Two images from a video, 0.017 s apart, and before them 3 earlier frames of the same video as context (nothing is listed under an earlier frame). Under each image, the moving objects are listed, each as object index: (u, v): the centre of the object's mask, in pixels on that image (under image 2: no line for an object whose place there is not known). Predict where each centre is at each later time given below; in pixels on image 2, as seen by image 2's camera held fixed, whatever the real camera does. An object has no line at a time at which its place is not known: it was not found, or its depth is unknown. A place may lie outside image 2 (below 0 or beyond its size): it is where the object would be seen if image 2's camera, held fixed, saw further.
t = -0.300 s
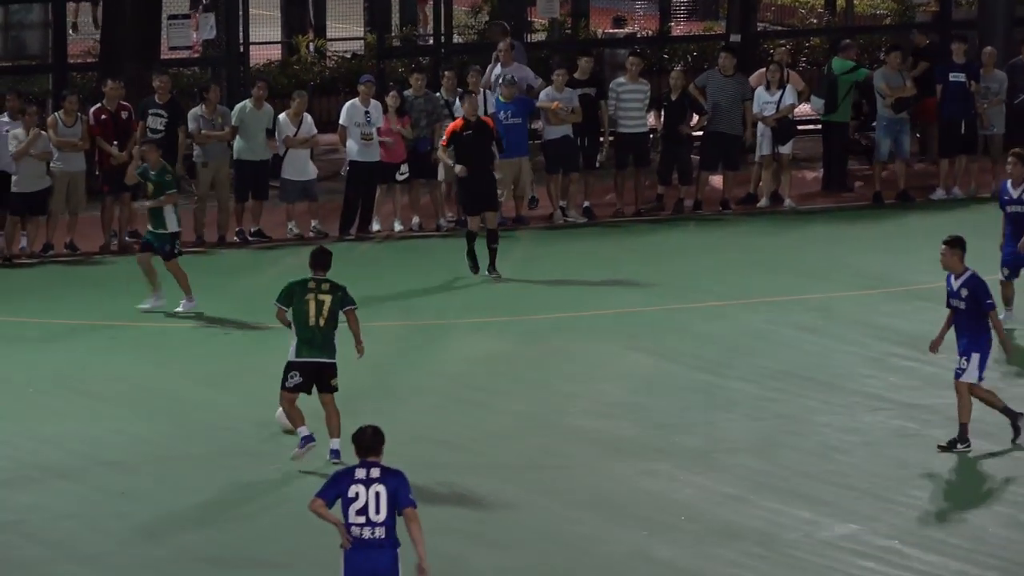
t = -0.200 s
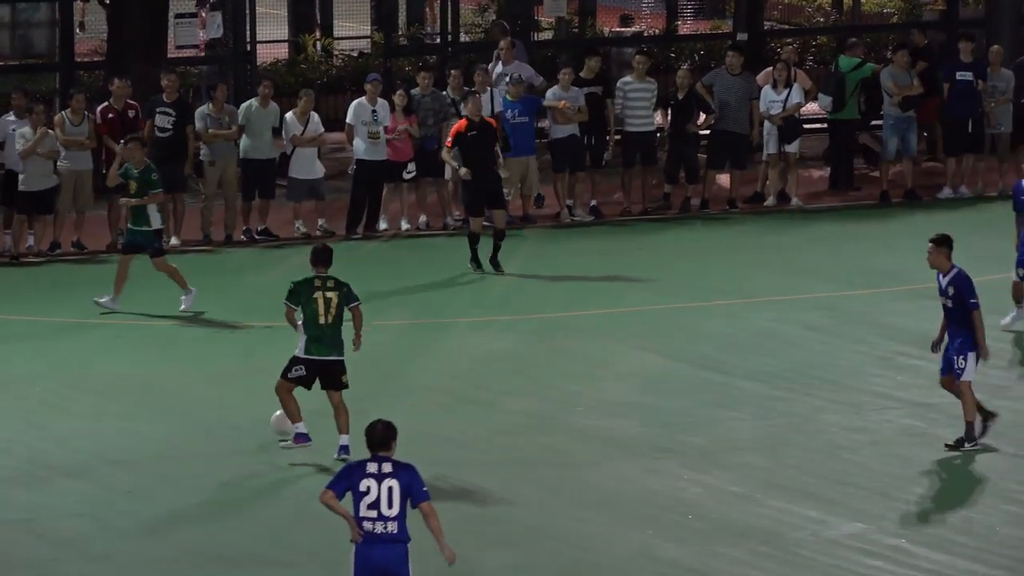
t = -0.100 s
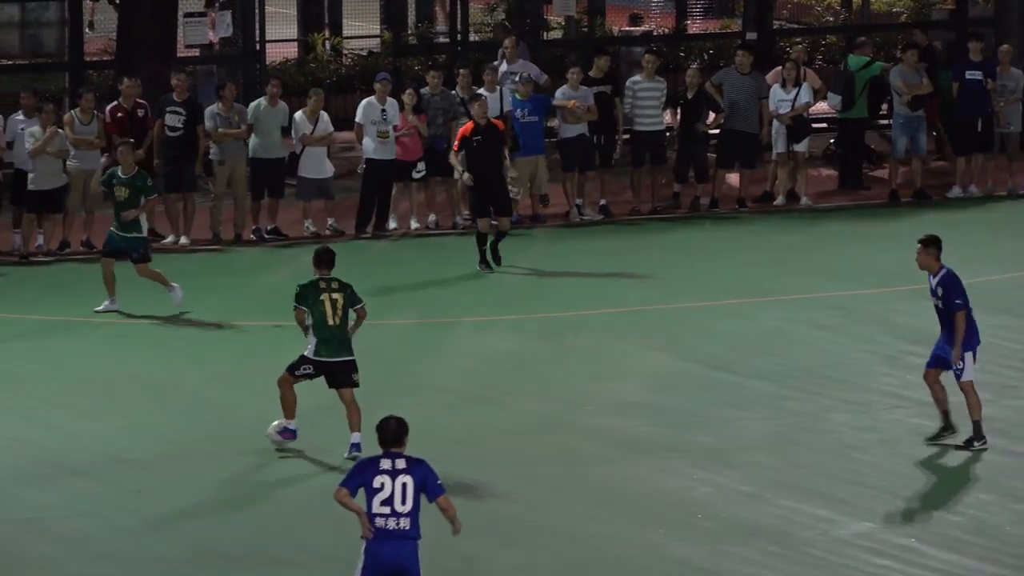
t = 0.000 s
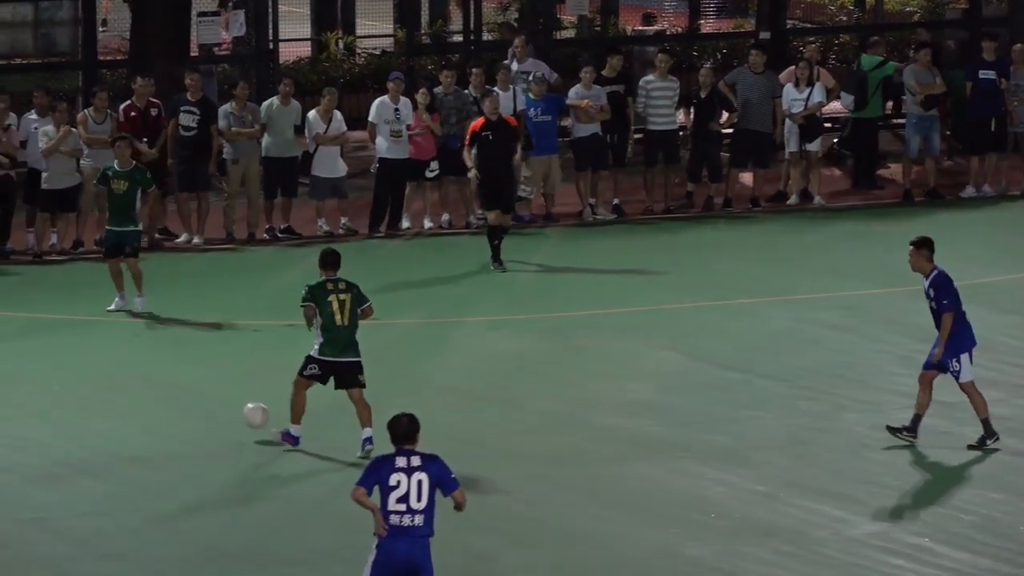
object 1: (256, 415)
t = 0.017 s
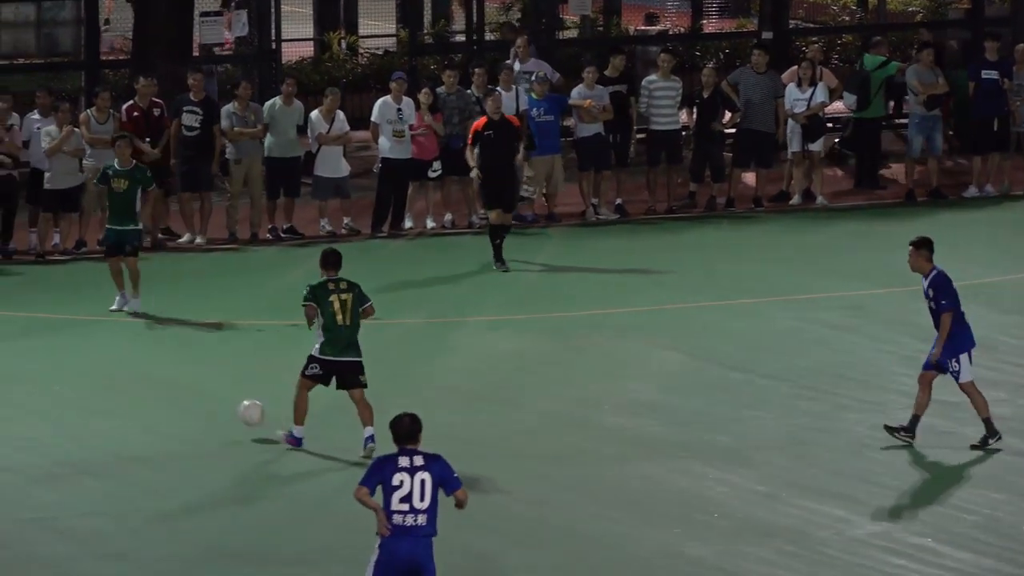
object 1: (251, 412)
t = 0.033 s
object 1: (243, 411)
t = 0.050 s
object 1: (237, 409)
